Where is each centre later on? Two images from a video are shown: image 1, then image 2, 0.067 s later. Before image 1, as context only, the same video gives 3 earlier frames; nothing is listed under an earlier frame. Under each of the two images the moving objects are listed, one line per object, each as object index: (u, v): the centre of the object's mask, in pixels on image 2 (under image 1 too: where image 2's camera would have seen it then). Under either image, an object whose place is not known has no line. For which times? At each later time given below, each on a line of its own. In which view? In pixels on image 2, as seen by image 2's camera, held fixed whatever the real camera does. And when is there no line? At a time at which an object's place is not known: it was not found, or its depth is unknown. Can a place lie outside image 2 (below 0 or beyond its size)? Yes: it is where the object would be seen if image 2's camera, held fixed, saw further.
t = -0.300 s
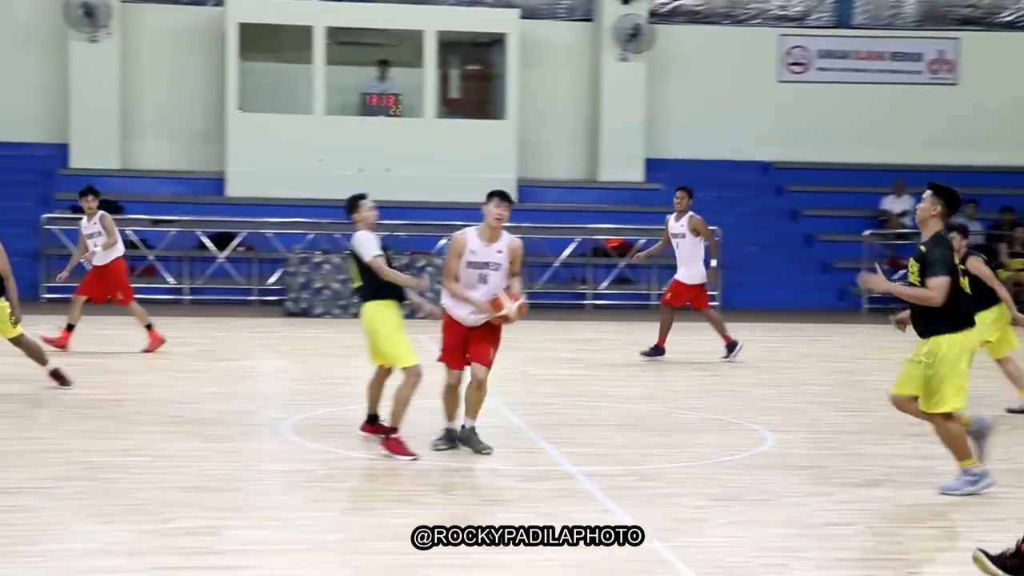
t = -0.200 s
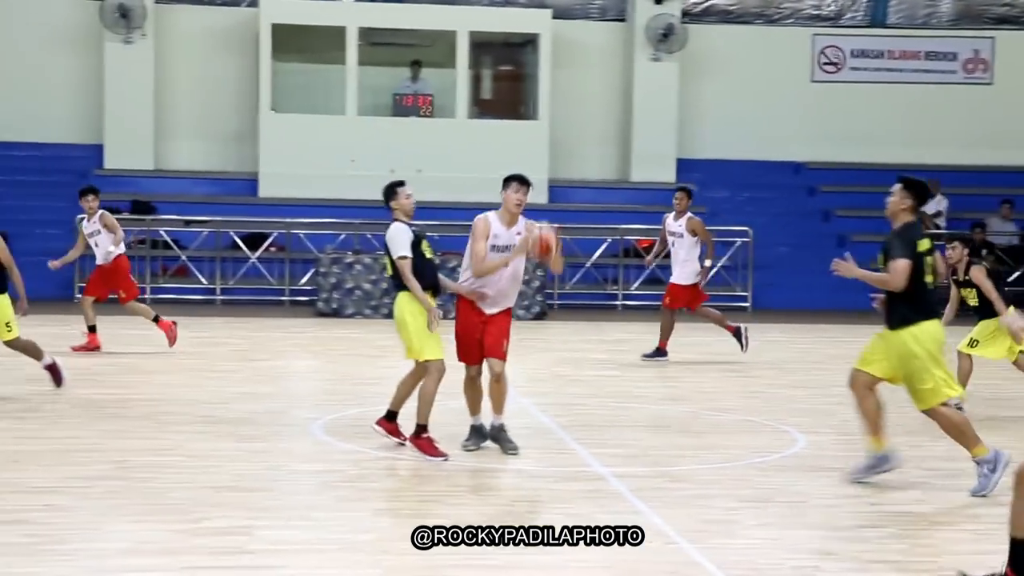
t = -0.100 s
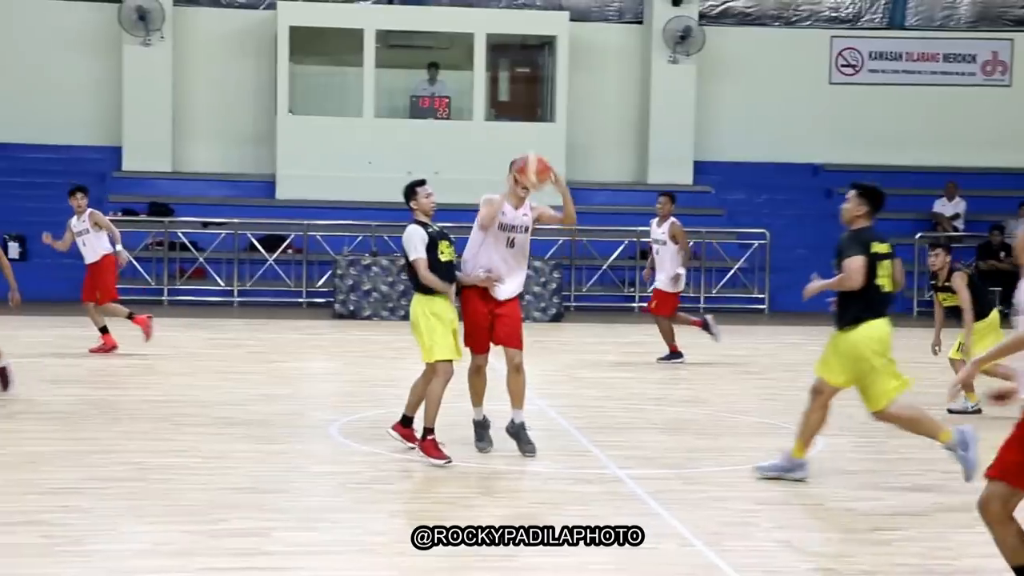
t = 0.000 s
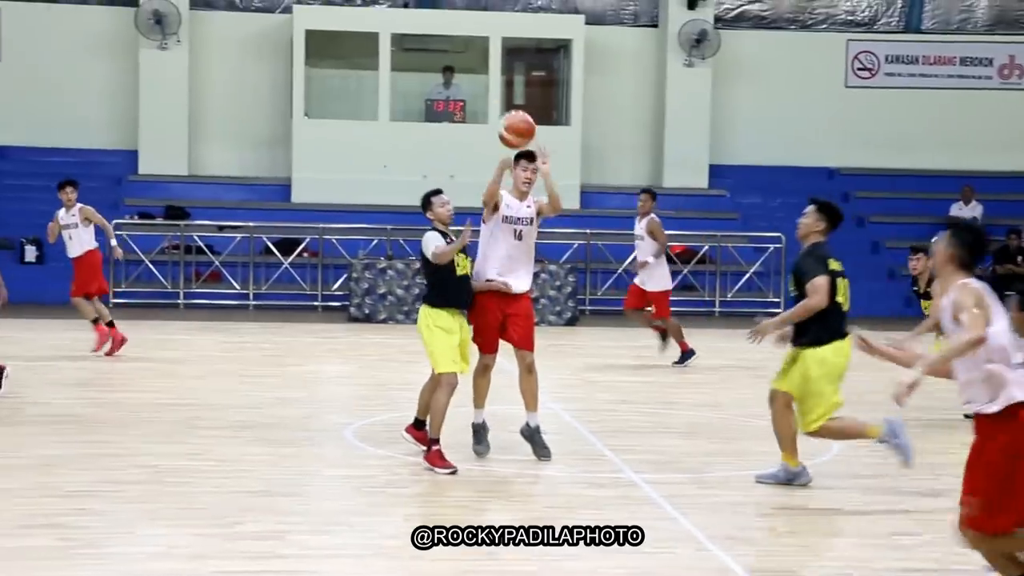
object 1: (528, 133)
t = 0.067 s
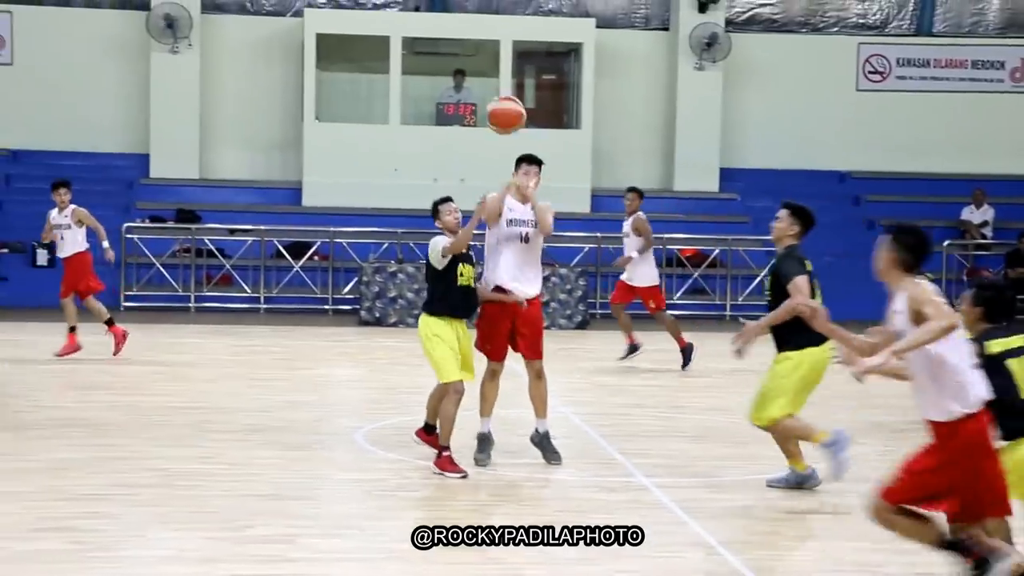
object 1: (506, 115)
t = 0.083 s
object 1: (500, 111)
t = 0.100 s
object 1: (495, 107)
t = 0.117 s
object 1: (488, 104)
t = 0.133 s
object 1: (482, 102)
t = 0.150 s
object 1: (477, 100)
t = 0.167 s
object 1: (471, 98)
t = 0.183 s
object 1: (465, 96)
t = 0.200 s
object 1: (462, 95)
